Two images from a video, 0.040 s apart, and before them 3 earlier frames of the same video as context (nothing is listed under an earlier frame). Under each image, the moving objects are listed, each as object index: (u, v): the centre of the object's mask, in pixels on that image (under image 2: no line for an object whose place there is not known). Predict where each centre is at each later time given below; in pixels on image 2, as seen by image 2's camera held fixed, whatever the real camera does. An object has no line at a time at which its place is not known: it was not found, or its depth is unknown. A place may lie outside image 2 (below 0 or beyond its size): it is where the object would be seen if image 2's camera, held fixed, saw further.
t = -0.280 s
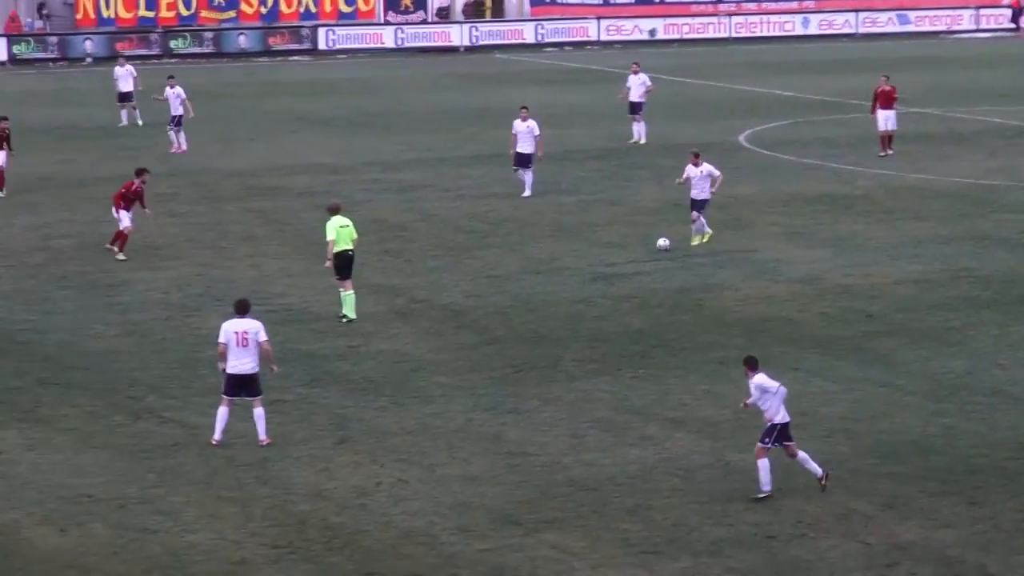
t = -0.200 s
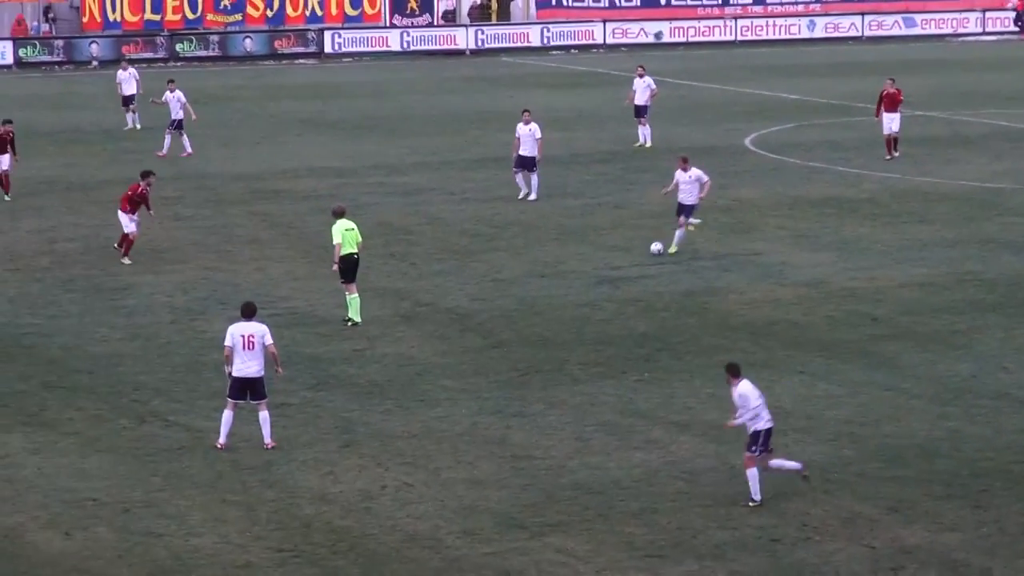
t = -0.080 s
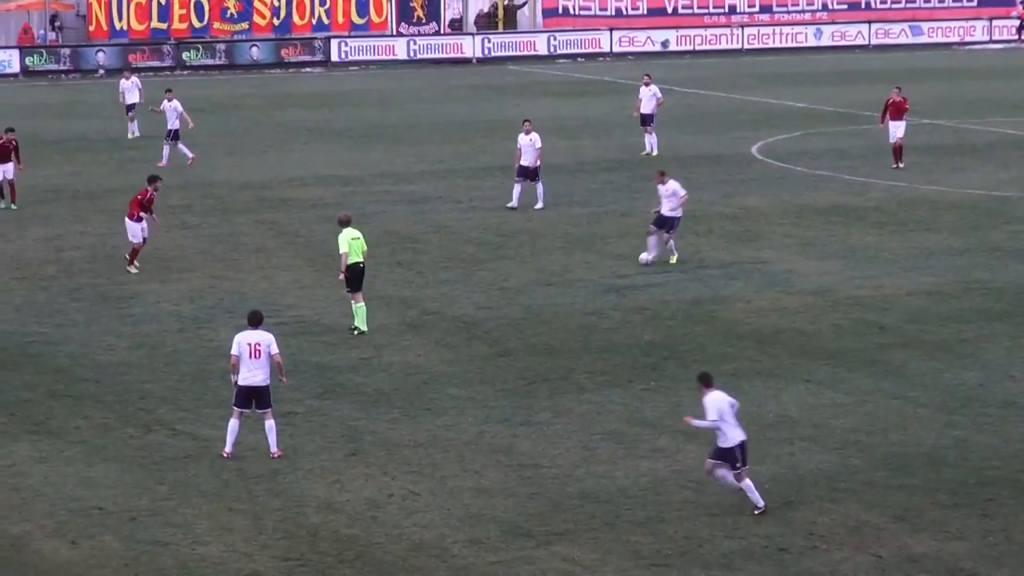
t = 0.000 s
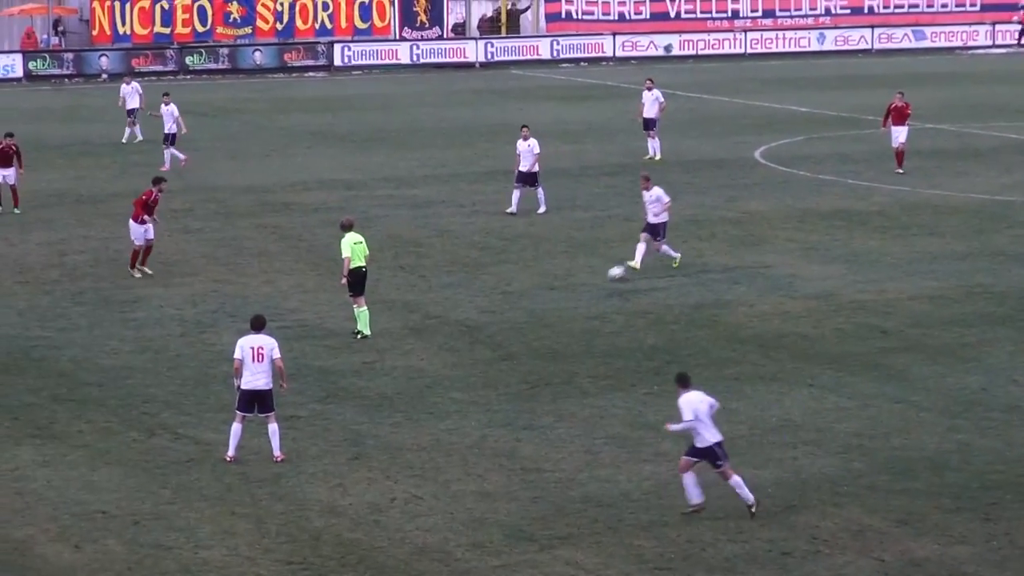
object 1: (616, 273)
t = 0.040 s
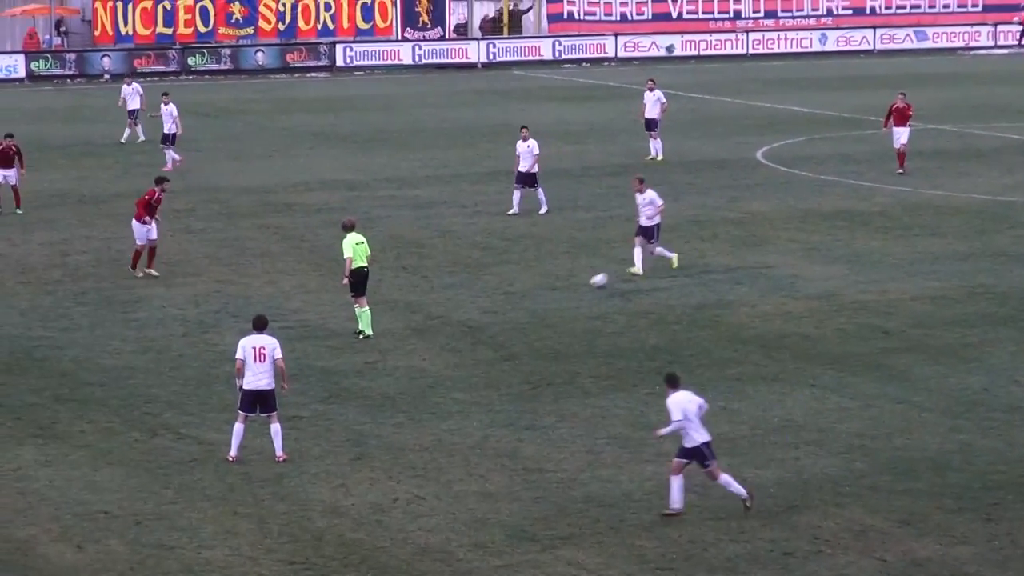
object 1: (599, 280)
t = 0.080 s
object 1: (581, 288)
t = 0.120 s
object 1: (564, 295)
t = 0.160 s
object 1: (547, 302)
